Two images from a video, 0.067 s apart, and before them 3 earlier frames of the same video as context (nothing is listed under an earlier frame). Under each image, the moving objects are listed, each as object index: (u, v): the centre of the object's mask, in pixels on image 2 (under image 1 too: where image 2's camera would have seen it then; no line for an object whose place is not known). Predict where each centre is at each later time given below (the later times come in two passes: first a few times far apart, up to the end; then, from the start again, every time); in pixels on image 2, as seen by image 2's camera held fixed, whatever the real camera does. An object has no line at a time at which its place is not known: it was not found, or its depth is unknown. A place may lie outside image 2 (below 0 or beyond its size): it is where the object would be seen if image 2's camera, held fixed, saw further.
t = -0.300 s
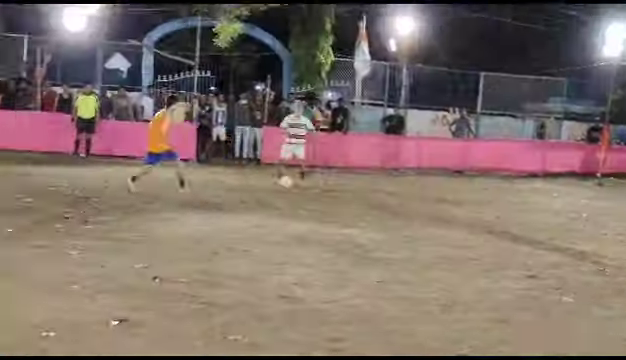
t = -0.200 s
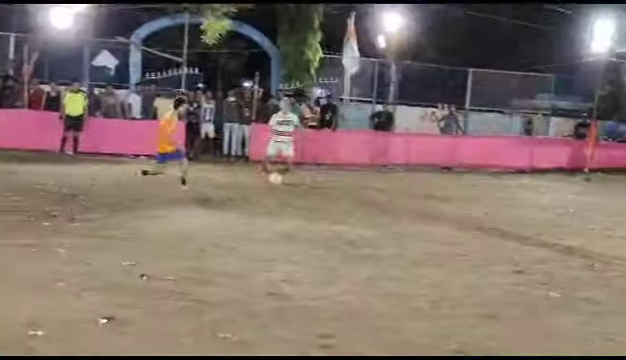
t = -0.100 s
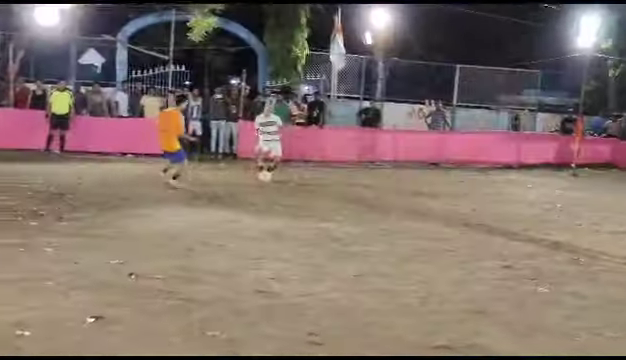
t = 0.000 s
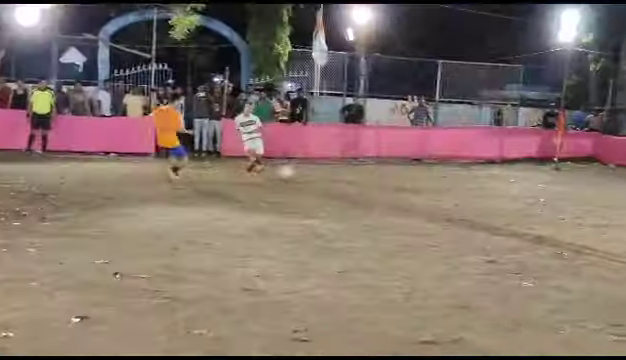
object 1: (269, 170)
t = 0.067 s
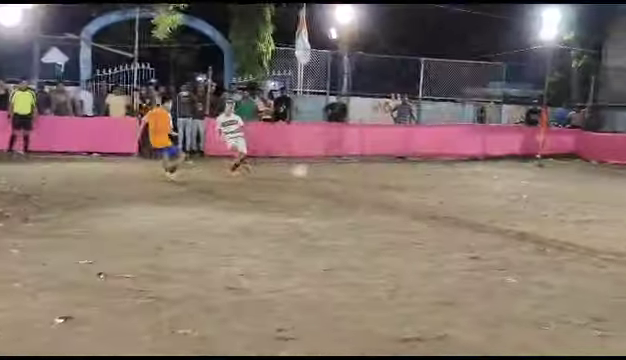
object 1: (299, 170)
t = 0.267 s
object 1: (401, 195)
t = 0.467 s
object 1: (514, 215)
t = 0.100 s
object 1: (315, 173)
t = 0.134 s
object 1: (331, 176)
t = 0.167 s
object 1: (348, 179)
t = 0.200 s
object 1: (364, 183)
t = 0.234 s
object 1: (383, 188)
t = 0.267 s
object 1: (401, 195)
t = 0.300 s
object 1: (421, 202)
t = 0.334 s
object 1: (439, 204)
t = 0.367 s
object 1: (456, 205)
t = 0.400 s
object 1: (475, 206)
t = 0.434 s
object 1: (494, 210)
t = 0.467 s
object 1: (514, 215)
